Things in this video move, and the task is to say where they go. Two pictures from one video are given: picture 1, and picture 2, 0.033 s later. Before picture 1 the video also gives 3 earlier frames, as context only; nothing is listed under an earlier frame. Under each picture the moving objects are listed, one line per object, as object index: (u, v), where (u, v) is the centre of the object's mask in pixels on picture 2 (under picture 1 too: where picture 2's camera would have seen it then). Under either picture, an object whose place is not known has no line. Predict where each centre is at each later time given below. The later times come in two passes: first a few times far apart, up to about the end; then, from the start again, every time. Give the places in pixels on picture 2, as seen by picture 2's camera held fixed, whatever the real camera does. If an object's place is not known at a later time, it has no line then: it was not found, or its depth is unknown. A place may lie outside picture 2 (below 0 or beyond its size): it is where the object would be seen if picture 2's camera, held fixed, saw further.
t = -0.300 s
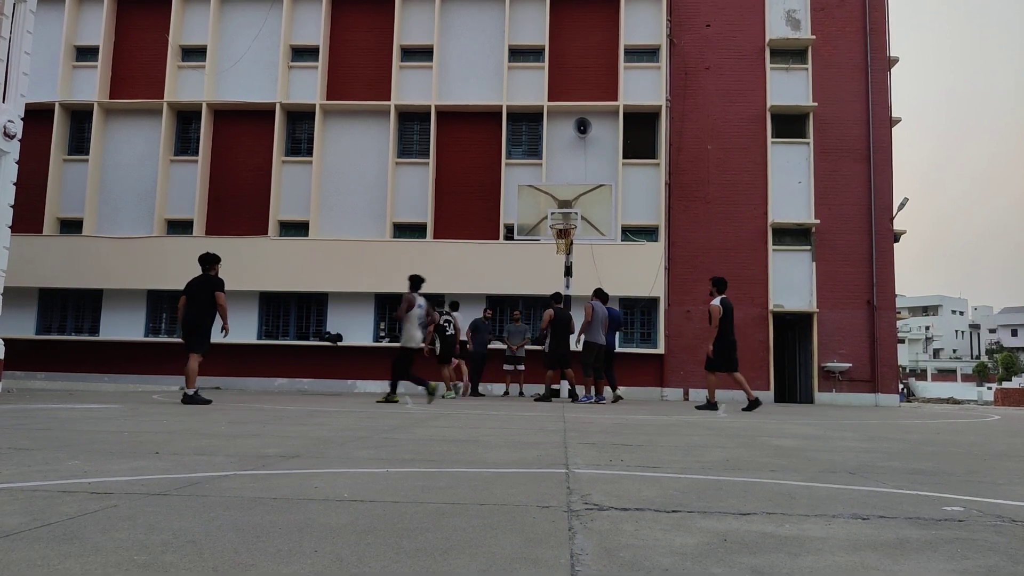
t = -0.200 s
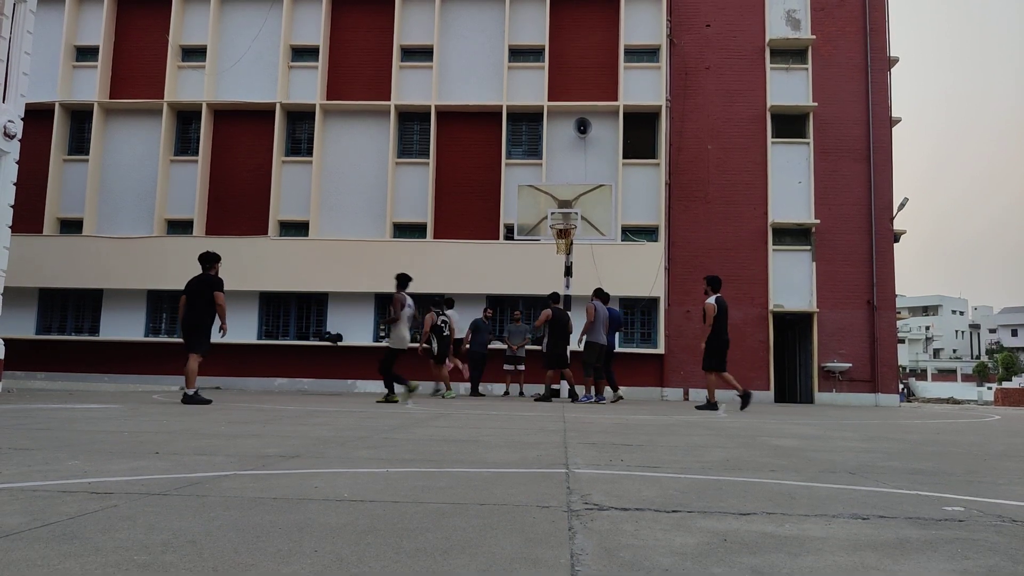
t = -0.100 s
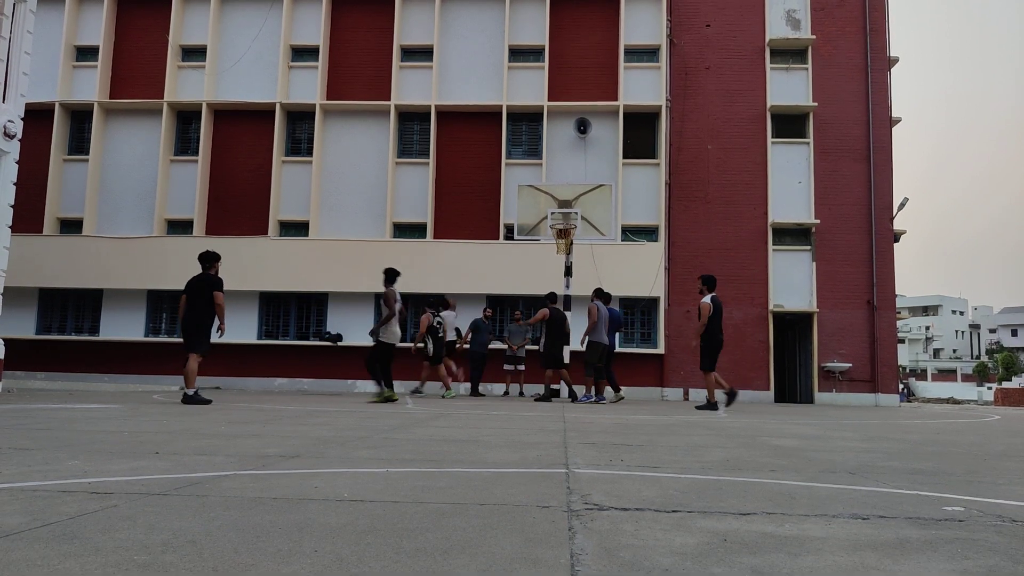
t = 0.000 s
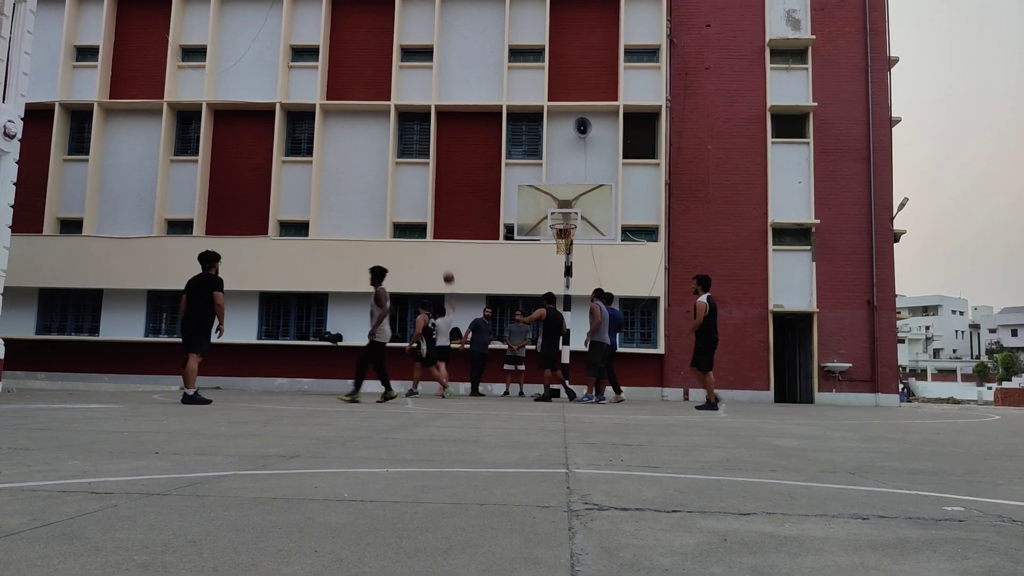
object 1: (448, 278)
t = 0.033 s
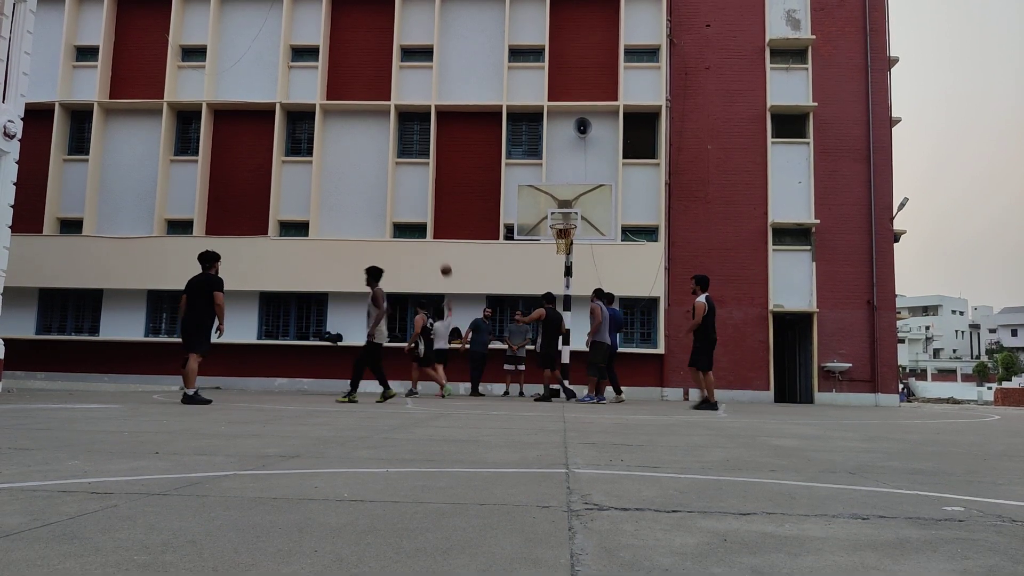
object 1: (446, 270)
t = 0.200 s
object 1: (433, 237)
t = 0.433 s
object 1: (409, 208)
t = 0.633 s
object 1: (386, 204)
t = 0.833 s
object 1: (356, 222)
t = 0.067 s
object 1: (443, 263)
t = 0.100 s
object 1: (441, 256)
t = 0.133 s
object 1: (438, 249)
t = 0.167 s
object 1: (436, 243)
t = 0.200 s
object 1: (433, 237)
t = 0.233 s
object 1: (430, 232)
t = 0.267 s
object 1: (427, 226)
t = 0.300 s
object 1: (423, 221)
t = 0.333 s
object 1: (420, 217)
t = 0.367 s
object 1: (417, 214)
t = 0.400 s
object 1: (413, 211)
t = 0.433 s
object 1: (409, 208)
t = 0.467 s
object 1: (406, 206)
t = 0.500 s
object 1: (402, 204)
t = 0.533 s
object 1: (398, 203)
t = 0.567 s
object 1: (394, 203)
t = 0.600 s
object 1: (390, 203)
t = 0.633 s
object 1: (386, 204)
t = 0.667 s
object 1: (381, 205)
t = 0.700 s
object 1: (377, 207)
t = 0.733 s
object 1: (372, 209)
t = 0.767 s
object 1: (367, 213)
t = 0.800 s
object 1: (362, 217)
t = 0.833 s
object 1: (356, 222)
